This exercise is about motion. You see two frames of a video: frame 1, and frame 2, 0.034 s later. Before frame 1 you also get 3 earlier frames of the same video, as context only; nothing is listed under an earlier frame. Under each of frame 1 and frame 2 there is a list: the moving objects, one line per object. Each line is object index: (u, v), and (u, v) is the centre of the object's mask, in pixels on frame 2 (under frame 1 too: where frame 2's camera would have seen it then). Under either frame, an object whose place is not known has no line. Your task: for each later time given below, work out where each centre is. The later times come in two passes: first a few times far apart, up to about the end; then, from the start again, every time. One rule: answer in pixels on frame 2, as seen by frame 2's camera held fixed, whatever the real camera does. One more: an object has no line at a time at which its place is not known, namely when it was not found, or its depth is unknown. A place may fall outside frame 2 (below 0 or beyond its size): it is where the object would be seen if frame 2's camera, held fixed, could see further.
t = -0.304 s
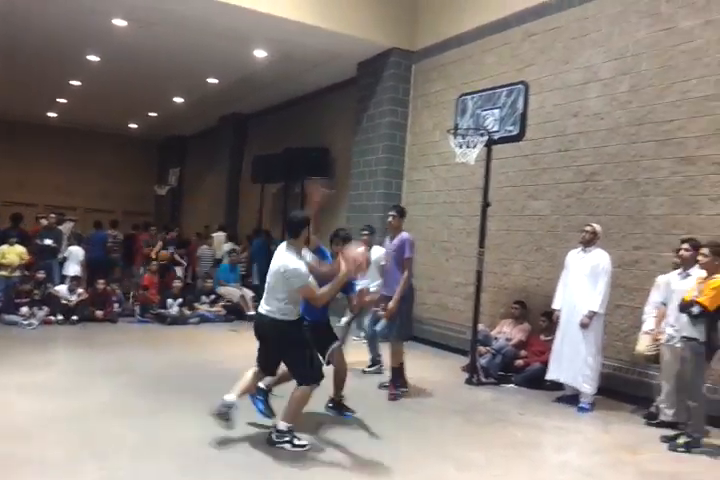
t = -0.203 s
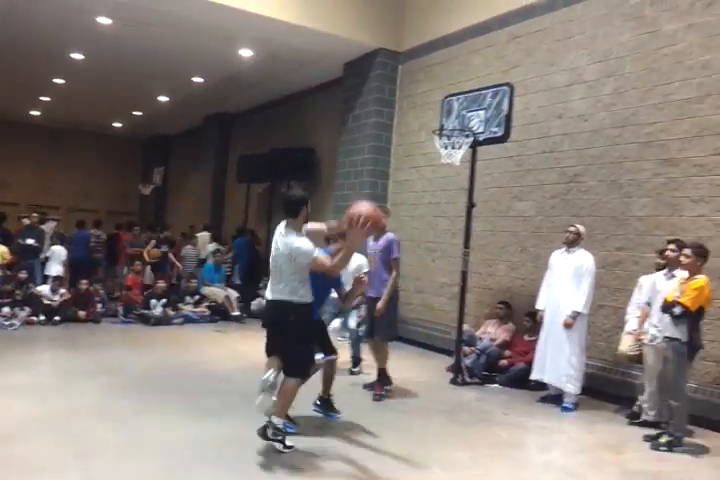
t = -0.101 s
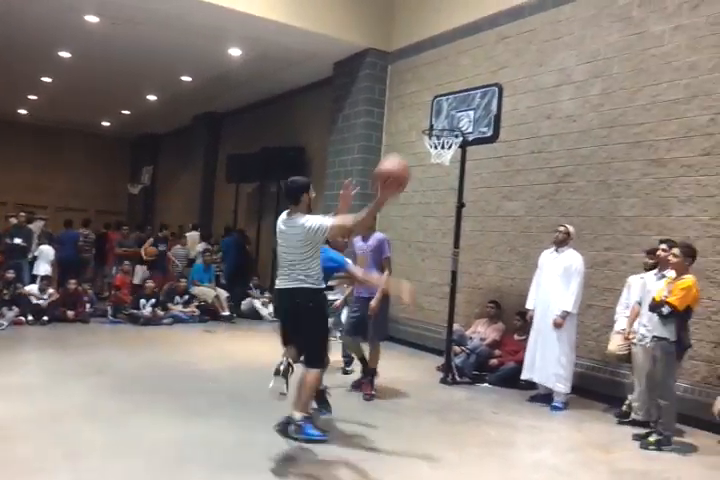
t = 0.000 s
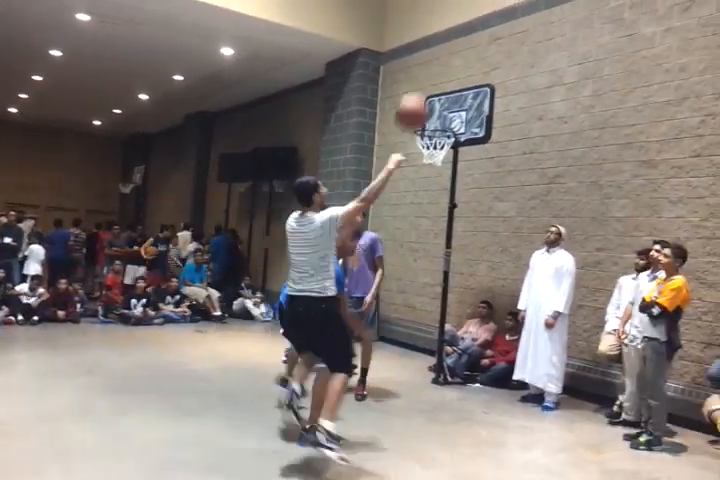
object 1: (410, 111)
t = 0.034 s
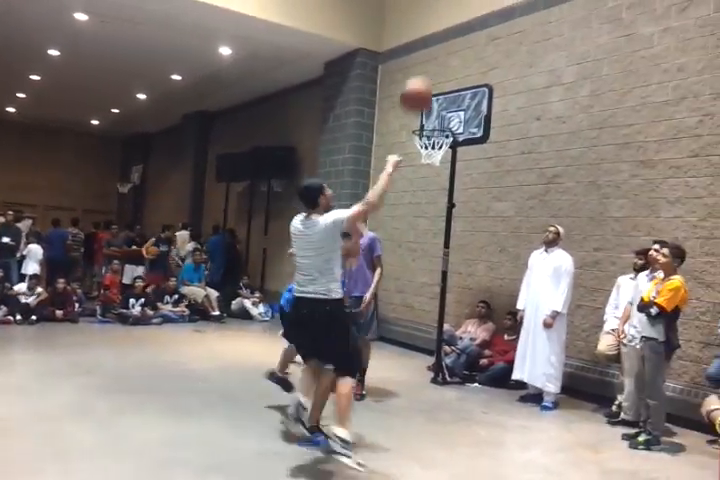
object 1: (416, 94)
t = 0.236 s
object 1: (445, 34)
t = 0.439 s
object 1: (465, 27)
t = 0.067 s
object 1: (422, 79)
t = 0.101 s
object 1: (427, 66)
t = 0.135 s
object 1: (433, 56)
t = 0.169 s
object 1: (437, 47)
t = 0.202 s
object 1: (442, 40)
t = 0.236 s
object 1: (445, 34)
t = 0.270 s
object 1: (449, 30)
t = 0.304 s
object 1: (453, 26)
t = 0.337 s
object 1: (456, 25)
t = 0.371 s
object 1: (459, 25)
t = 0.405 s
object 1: (463, 25)
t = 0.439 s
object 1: (465, 27)
